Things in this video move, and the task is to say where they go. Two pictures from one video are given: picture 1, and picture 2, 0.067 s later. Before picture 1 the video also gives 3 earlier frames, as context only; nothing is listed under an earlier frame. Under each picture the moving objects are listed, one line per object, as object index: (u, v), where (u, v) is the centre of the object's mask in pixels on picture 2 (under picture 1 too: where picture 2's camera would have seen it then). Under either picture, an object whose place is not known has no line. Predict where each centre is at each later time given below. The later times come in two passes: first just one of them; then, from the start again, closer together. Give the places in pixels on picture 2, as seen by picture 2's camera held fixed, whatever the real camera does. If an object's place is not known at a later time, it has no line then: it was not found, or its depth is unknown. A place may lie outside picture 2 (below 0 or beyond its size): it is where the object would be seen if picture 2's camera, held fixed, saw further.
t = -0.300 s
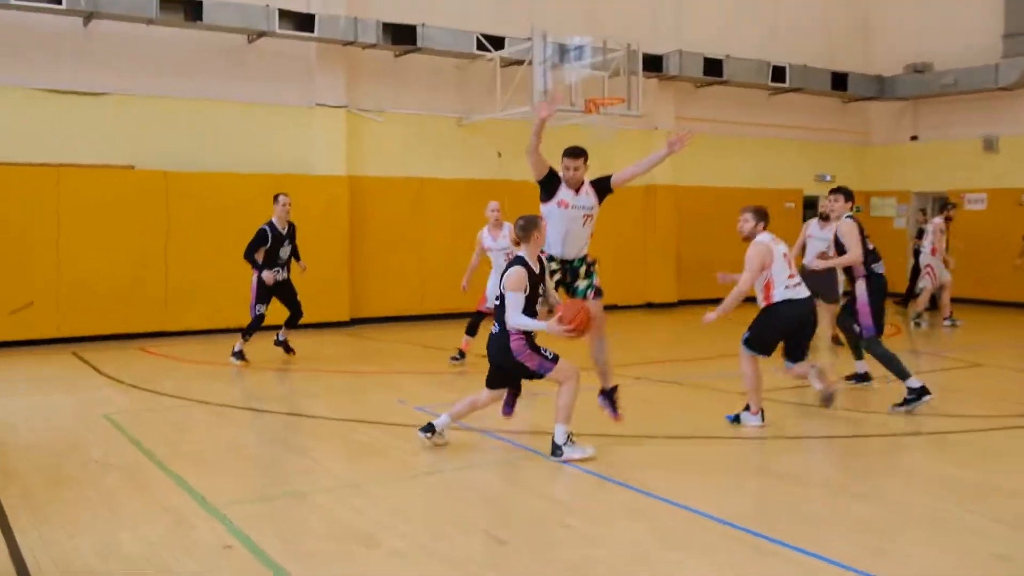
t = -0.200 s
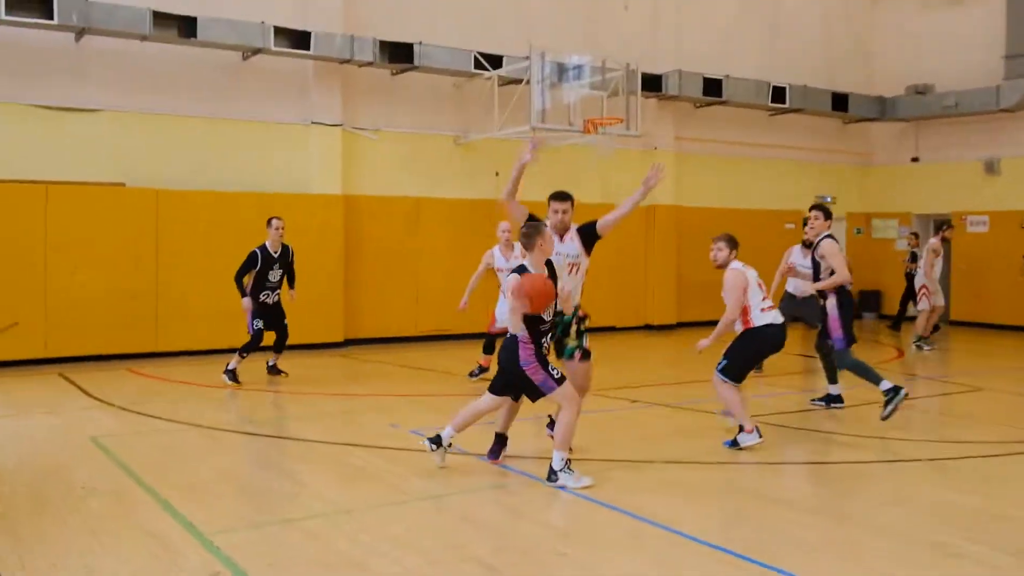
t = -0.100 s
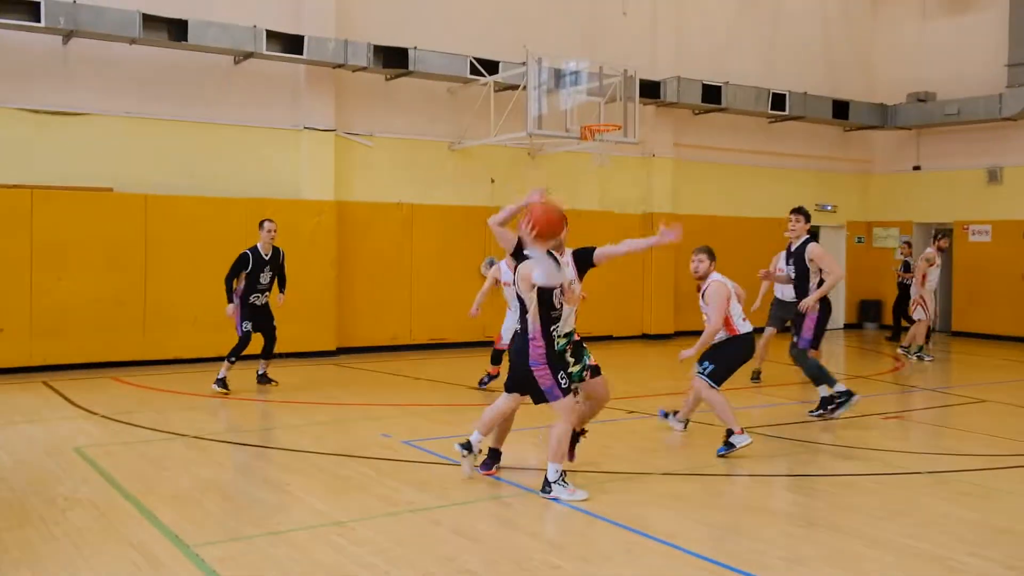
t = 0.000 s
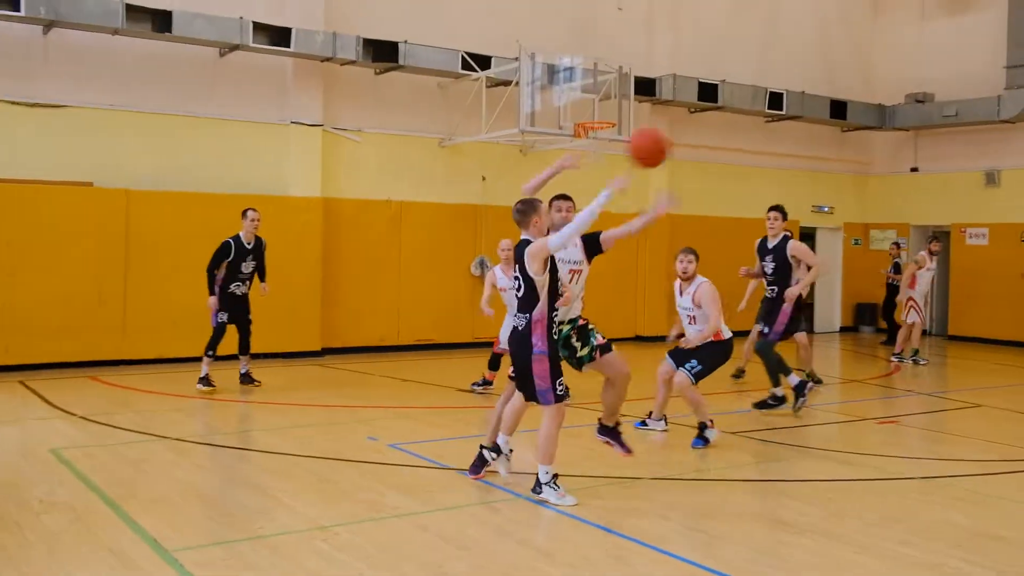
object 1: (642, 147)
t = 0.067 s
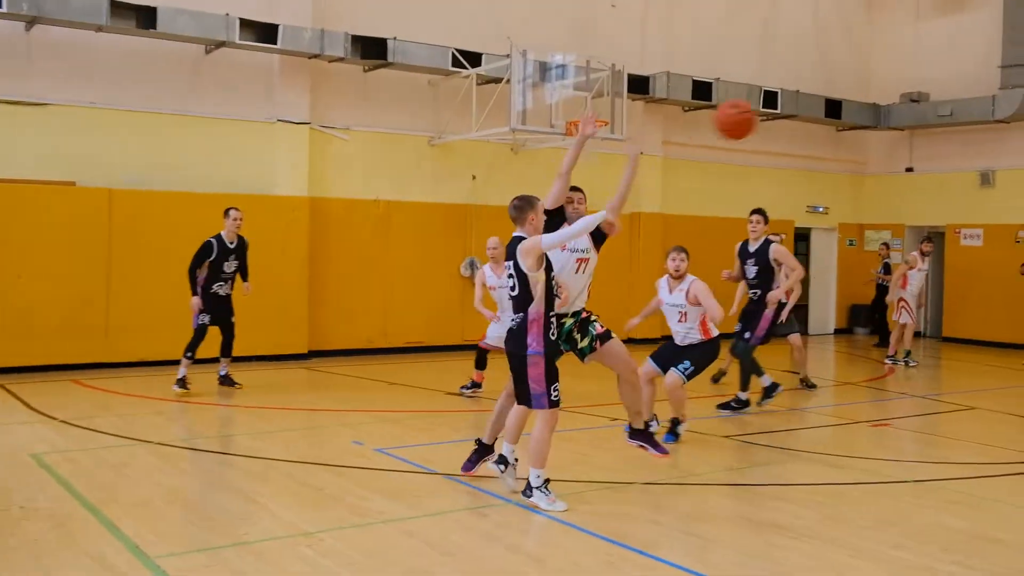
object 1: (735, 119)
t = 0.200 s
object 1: (892, 97)
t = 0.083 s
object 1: (756, 113)
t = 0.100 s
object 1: (778, 109)
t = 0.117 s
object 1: (798, 106)
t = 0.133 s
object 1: (817, 102)
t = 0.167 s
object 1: (856, 99)
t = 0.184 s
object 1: (873, 98)
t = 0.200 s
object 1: (892, 97)
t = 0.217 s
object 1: (909, 96)
